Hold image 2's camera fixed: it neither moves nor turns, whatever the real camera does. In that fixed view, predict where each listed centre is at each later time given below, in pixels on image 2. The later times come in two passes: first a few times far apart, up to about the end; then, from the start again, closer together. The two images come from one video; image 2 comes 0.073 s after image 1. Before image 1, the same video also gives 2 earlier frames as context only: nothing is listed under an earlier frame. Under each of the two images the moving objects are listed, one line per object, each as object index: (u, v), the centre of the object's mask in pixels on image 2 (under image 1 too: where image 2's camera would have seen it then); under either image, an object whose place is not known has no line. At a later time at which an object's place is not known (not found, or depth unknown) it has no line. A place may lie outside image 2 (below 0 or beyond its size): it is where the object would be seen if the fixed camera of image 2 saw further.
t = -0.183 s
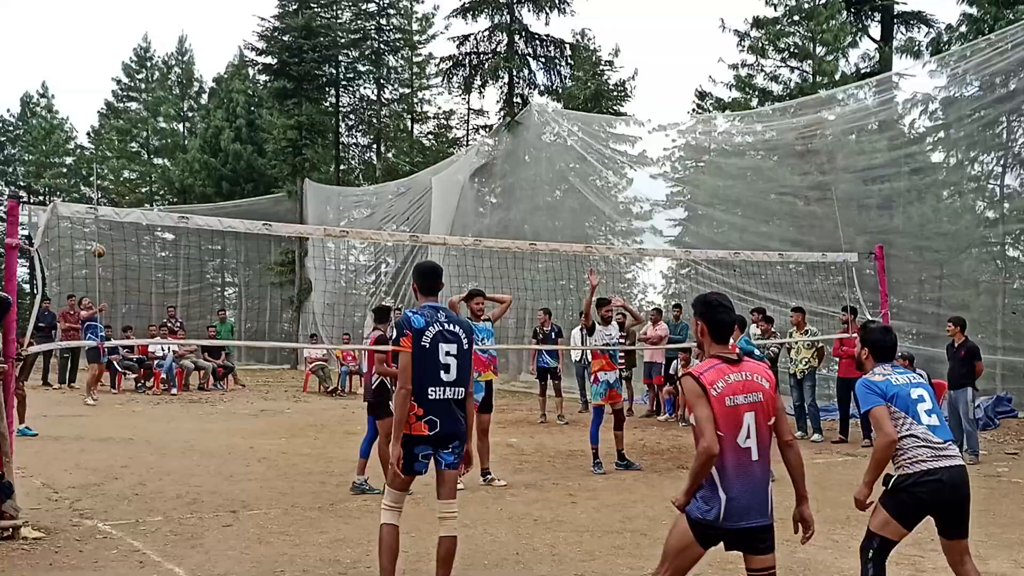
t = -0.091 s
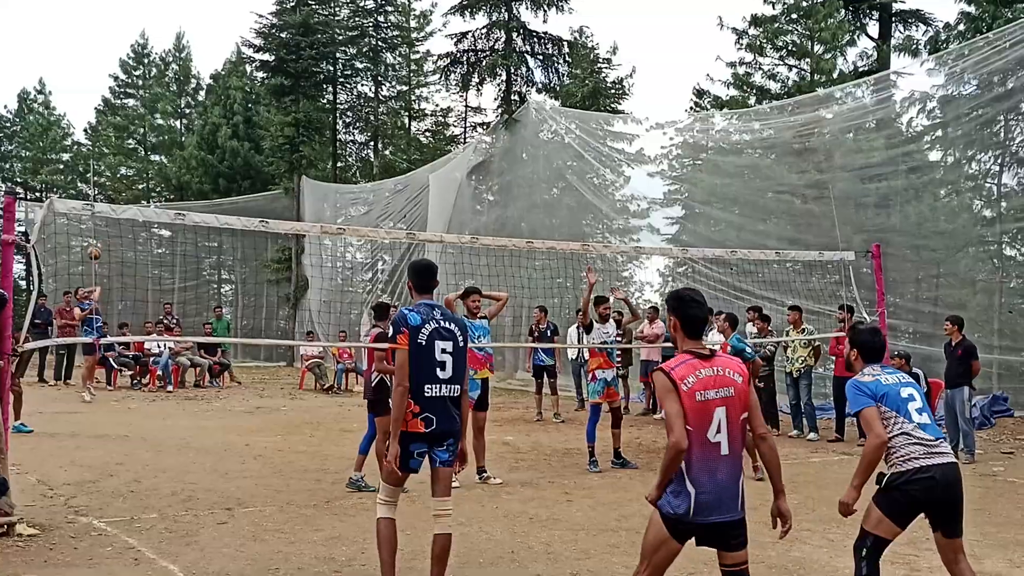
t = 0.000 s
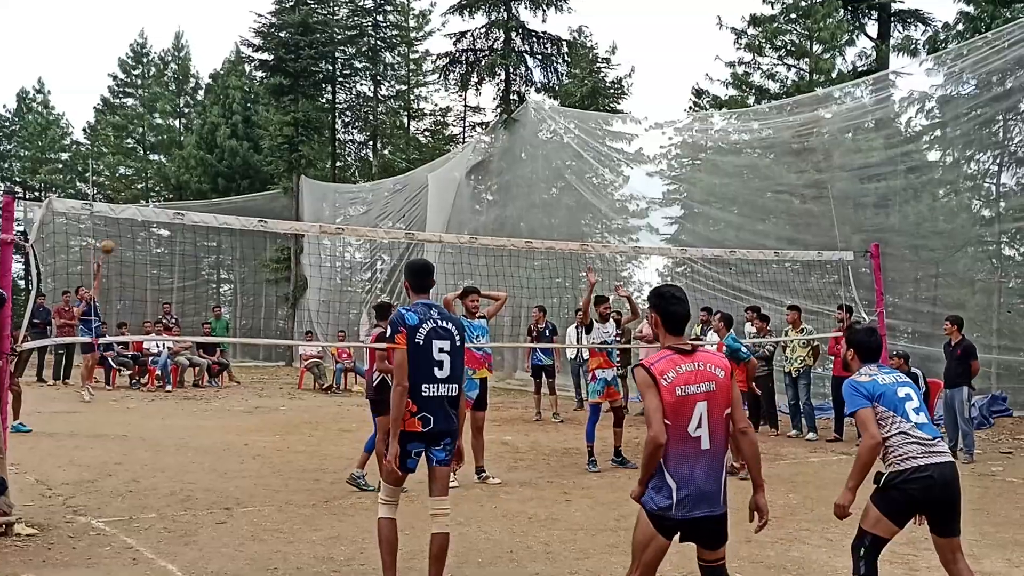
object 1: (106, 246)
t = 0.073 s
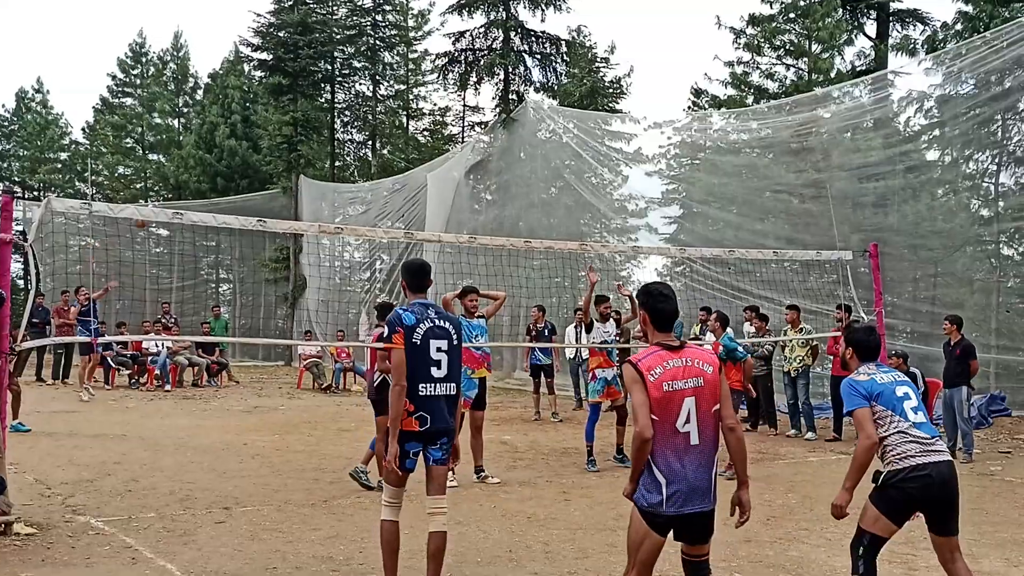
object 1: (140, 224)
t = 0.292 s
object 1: (259, 153)
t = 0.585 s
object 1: (462, 108)
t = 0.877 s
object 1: (758, 140)
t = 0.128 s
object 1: (167, 202)
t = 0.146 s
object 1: (177, 196)
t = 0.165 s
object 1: (186, 191)
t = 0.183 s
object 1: (197, 186)
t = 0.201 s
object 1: (206, 180)
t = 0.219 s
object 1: (216, 173)
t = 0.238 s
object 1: (227, 169)
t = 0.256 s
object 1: (237, 163)
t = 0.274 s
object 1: (249, 158)
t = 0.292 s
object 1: (259, 153)
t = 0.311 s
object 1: (270, 148)
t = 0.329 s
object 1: (281, 144)
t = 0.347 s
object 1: (294, 140)
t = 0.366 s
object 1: (304, 136)
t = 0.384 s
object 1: (317, 132)
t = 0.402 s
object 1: (328, 129)
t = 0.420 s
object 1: (341, 125)
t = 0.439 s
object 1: (354, 122)
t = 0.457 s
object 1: (367, 121)
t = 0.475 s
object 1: (380, 116)
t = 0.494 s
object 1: (393, 115)
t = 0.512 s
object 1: (406, 113)
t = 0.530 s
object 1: (419, 111)
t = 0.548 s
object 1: (434, 110)
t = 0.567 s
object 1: (447, 109)
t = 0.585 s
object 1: (462, 108)
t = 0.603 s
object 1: (477, 107)
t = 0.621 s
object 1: (494, 106)
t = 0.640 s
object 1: (507, 106)
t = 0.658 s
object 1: (523, 107)
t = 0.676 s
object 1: (540, 107)
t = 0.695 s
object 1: (556, 108)
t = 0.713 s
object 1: (574, 109)
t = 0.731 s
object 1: (592, 110)
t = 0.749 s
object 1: (610, 112)
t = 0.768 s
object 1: (629, 117)
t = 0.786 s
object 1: (649, 119)
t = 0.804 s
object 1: (669, 123)
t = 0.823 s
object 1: (689, 127)
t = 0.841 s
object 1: (711, 131)
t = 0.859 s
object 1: (734, 136)
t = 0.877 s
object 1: (758, 140)
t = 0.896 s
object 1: (781, 146)
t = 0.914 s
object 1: (806, 151)
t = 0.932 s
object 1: (831, 159)
